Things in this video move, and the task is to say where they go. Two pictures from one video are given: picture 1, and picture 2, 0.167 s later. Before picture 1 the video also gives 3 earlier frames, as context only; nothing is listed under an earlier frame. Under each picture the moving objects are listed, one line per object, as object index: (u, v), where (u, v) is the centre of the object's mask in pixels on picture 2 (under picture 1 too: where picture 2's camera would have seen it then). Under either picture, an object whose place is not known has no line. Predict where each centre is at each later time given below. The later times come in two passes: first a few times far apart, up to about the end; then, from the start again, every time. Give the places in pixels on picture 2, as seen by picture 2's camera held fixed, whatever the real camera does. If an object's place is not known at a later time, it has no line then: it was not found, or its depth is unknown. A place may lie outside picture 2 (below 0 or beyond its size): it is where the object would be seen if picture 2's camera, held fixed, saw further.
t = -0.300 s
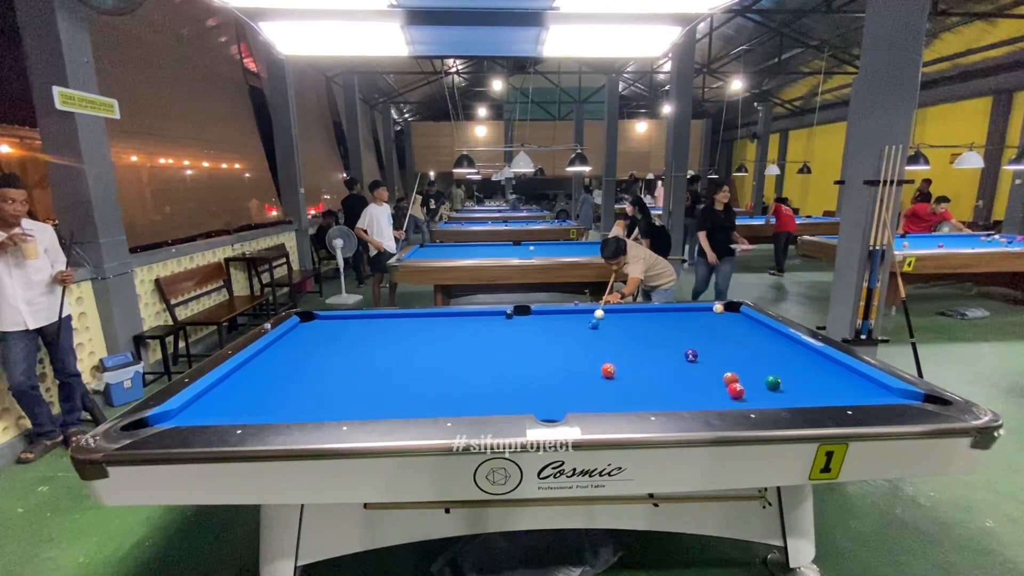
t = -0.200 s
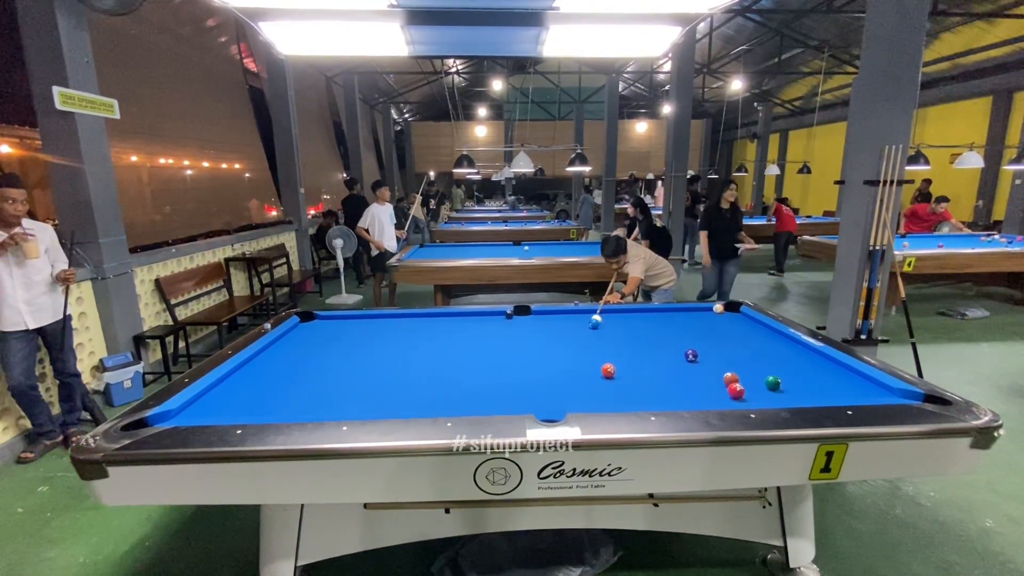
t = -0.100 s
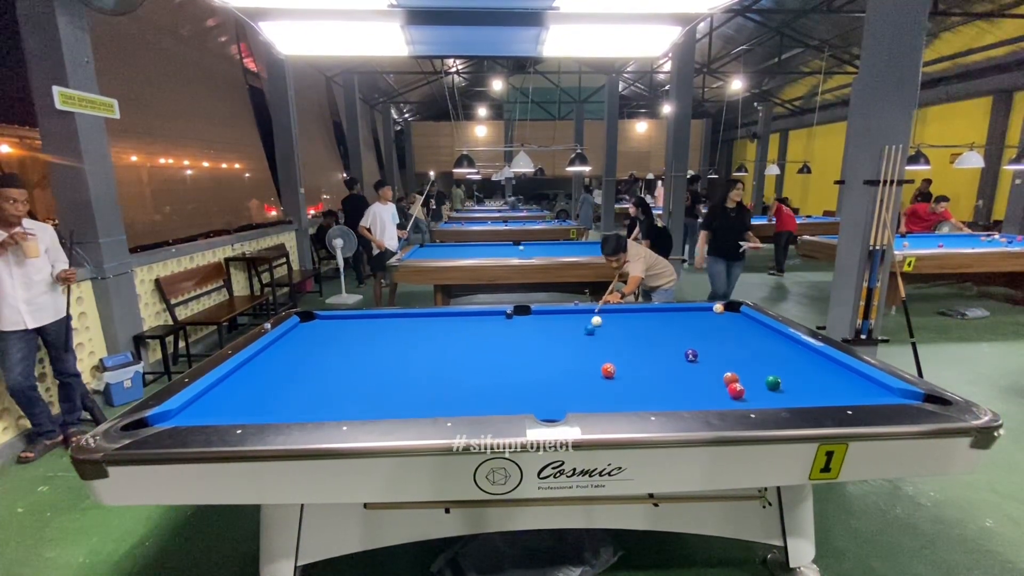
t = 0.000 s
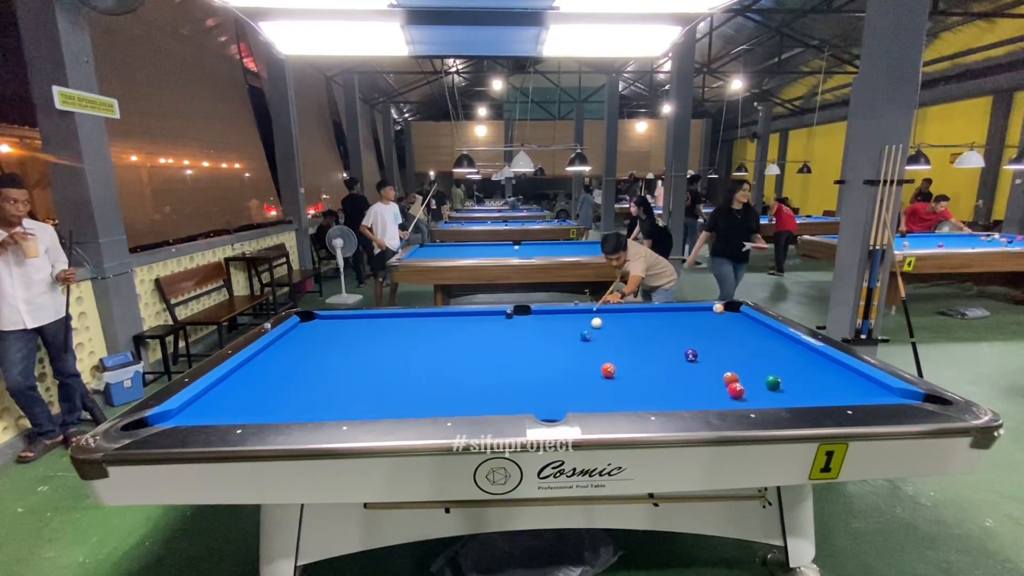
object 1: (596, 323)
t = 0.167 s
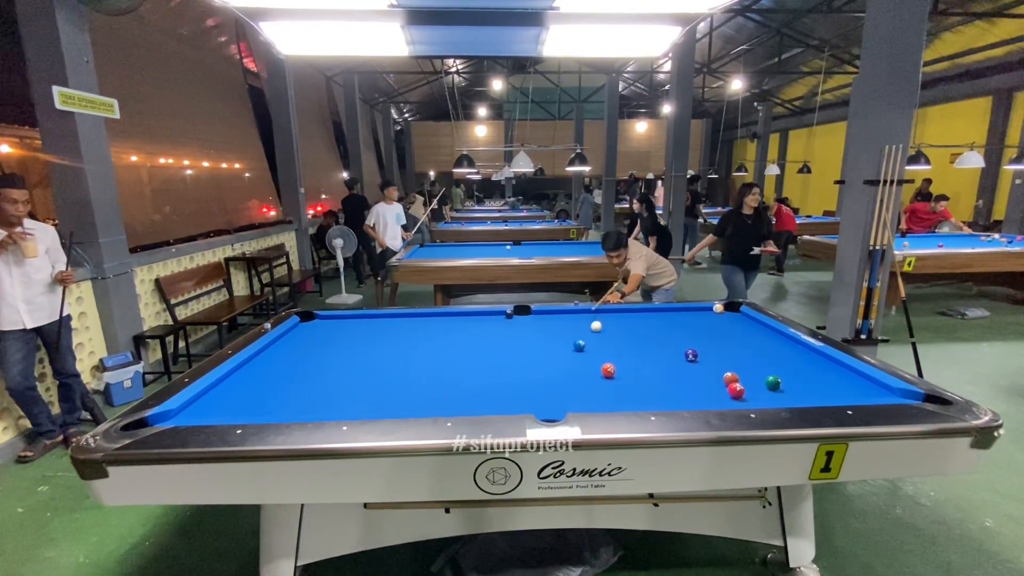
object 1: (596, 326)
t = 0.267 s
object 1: (596, 328)
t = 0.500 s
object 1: (596, 333)
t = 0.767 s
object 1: (596, 338)
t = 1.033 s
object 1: (595, 344)
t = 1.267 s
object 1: (595, 349)
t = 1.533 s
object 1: (595, 355)
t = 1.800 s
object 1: (594, 360)
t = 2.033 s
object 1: (594, 364)
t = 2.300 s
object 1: (594, 369)
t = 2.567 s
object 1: (593, 374)
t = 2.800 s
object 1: (591, 377)
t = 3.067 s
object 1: (590, 381)
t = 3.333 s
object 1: (589, 384)
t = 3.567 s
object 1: (588, 386)
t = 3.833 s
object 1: (587, 388)
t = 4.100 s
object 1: (587, 389)
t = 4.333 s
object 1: (587, 390)
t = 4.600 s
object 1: (587, 390)
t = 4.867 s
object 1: (587, 390)
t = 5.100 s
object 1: (587, 390)
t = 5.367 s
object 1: (587, 390)
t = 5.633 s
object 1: (587, 390)
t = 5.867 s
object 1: (587, 390)
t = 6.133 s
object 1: (587, 390)
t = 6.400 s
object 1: (587, 390)
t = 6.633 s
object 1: (587, 390)
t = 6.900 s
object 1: (587, 390)
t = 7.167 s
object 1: (587, 390)
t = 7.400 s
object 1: (587, 390)
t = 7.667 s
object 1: (587, 390)
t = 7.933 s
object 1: (587, 390)
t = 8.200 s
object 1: (587, 390)
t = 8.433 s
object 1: (587, 390)
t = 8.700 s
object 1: (587, 390)
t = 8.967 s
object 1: (587, 390)
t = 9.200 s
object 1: (587, 390)
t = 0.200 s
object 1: (596, 327)
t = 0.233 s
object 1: (596, 328)
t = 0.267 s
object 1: (596, 328)
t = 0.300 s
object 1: (596, 329)
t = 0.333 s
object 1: (596, 330)
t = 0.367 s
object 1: (596, 330)
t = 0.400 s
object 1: (596, 331)
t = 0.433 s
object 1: (596, 332)
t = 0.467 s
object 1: (596, 332)
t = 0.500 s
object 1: (596, 333)
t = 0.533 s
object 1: (596, 334)
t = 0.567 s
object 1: (596, 334)
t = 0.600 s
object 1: (596, 335)
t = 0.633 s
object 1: (596, 336)
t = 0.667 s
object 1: (596, 336)
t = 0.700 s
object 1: (595, 337)
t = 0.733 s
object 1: (595, 338)
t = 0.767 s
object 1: (596, 338)
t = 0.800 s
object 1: (595, 339)
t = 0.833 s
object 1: (595, 340)
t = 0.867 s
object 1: (595, 340)
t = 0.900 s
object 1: (595, 341)
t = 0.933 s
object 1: (595, 342)
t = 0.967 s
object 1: (595, 343)
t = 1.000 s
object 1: (595, 343)
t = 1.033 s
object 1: (595, 344)
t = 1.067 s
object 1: (595, 345)
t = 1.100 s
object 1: (595, 345)
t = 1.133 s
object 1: (595, 346)
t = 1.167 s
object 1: (595, 347)
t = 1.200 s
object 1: (595, 347)
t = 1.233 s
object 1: (595, 348)
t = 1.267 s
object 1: (595, 349)
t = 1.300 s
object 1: (595, 350)
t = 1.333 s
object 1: (595, 350)
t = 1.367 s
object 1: (595, 351)
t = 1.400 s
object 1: (595, 352)
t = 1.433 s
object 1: (595, 352)
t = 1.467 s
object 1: (595, 353)
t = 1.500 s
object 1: (595, 354)
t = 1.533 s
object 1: (595, 355)
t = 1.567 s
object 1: (595, 355)
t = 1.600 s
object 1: (595, 356)
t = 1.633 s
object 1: (595, 356)
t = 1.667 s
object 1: (595, 357)
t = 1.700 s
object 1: (594, 358)
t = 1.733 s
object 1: (594, 358)
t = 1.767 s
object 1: (594, 359)
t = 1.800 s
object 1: (594, 360)
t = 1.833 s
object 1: (594, 360)
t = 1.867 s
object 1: (594, 361)
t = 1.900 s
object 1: (594, 362)
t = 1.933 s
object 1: (594, 362)
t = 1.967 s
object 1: (594, 363)
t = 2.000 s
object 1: (594, 364)
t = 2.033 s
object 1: (594, 364)
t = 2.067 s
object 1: (594, 365)
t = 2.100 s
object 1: (594, 365)
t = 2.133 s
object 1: (594, 366)
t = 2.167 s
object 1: (594, 367)
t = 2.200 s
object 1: (594, 367)
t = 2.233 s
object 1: (594, 368)
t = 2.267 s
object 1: (594, 368)
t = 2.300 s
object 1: (594, 369)
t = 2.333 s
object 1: (594, 370)
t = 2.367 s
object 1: (594, 371)
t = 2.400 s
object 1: (593, 371)
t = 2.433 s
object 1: (593, 372)
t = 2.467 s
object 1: (593, 372)
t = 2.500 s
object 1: (593, 373)
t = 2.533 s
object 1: (593, 373)
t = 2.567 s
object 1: (593, 374)
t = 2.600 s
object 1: (592, 374)
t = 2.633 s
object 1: (592, 375)
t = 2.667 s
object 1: (592, 375)
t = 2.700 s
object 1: (592, 376)
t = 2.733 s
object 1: (591, 376)
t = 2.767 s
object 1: (591, 376)
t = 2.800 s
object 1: (591, 377)
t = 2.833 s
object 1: (591, 377)
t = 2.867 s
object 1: (591, 378)
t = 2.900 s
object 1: (591, 378)
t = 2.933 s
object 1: (591, 379)
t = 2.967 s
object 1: (590, 379)
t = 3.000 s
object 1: (590, 380)
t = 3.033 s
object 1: (590, 380)
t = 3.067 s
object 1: (590, 381)
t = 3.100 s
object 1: (590, 381)
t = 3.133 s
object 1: (589, 381)
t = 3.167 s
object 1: (589, 382)
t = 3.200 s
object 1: (589, 382)
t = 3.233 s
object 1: (589, 383)
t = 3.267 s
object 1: (589, 383)
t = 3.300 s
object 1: (589, 383)
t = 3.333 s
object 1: (589, 384)
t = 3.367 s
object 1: (589, 384)
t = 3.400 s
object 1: (589, 384)
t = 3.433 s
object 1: (588, 385)
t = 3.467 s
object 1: (588, 385)
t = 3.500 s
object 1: (588, 385)
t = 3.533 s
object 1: (588, 386)
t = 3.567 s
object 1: (588, 386)
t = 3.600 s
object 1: (588, 386)
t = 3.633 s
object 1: (588, 386)
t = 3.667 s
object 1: (588, 387)
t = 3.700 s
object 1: (588, 387)
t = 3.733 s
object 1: (587, 387)
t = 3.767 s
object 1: (587, 387)
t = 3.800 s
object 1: (587, 387)
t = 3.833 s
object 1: (587, 388)
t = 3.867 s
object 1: (587, 388)
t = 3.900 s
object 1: (587, 388)
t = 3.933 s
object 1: (587, 388)
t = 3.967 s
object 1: (587, 388)
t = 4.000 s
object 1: (587, 389)
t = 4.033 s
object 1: (587, 389)
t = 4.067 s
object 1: (587, 389)
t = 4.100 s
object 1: (587, 389)
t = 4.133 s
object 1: (587, 389)
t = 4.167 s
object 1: (587, 389)
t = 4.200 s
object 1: (587, 390)
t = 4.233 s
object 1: (587, 390)
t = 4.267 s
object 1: (587, 390)
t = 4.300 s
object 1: (587, 390)
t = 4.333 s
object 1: (587, 390)
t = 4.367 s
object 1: (587, 390)
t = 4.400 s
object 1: (587, 390)
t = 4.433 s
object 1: (587, 390)
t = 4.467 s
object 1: (587, 390)
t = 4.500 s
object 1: (587, 390)
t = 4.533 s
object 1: (587, 390)
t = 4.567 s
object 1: (587, 390)
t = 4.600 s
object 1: (587, 390)
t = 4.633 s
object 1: (587, 390)
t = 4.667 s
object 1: (587, 390)
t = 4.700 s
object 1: (587, 390)
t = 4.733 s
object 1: (587, 390)
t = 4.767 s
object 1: (587, 390)
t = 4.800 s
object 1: (587, 390)
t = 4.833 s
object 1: (587, 390)
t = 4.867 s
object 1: (587, 390)
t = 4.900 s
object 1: (587, 390)
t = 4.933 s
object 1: (587, 390)
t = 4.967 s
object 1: (587, 390)
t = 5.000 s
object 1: (587, 390)
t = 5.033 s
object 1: (587, 390)
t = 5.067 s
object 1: (587, 390)
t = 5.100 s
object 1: (587, 390)
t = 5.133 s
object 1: (587, 390)
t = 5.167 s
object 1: (587, 390)
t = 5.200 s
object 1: (587, 390)
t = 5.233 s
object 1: (587, 390)
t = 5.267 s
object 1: (587, 390)
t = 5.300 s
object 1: (587, 390)
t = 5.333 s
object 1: (587, 390)
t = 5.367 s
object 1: (587, 390)
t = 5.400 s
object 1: (587, 390)
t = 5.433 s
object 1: (587, 390)
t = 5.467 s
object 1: (587, 390)
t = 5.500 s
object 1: (587, 390)
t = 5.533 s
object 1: (587, 390)
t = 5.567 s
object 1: (587, 390)
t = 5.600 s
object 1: (587, 390)
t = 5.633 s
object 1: (587, 390)
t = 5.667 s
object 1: (587, 390)
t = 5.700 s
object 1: (587, 390)
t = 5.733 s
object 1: (587, 390)
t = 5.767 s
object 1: (587, 390)
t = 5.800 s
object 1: (587, 390)
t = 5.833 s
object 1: (587, 390)
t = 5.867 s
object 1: (587, 390)
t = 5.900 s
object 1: (587, 390)
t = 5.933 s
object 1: (587, 390)
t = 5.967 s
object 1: (587, 390)
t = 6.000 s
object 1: (587, 390)
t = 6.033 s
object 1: (587, 390)
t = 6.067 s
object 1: (587, 390)
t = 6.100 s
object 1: (587, 390)
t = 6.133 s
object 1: (587, 390)
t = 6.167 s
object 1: (587, 390)
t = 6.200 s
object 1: (587, 390)
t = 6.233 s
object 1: (587, 390)
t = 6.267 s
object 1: (587, 390)
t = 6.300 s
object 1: (587, 390)
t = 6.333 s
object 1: (587, 390)
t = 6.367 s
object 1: (587, 390)
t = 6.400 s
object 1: (587, 390)
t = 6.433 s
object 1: (587, 390)
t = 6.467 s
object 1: (587, 390)
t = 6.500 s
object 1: (587, 390)
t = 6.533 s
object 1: (587, 390)
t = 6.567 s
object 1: (587, 390)
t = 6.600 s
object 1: (587, 390)
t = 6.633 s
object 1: (587, 390)
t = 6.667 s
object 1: (587, 390)
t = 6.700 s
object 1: (587, 390)
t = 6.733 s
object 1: (587, 390)
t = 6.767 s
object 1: (587, 390)
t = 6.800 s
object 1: (587, 390)
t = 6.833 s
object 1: (587, 390)
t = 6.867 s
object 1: (587, 390)
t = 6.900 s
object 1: (587, 390)
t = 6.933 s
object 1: (587, 390)
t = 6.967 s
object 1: (587, 390)
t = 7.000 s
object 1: (587, 390)
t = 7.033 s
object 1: (587, 390)
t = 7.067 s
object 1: (587, 390)
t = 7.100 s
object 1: (587, 390)
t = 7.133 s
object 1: (587, 390)
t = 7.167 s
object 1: (587, 390)
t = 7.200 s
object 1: (587, 390)
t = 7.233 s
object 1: (587, 390)
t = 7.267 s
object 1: (587, 390)
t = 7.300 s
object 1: (587, 390)
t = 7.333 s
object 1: (587, 390)
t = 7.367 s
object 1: (587, 390)
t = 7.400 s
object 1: (587, 390)
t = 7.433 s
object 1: (587, 390)
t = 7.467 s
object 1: (587, 390)
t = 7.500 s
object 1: (587, 390)
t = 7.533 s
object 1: (587, 390)
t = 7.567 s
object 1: (587, 390)
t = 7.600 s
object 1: (587, 390)
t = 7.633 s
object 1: (587, 390)
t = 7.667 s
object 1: (587, 390)
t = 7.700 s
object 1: (587, 390)
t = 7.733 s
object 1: (587, 390)
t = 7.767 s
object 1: (587, 390)
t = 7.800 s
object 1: (587, 390)
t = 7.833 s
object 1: (587, 390)
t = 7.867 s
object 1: (587, 390)
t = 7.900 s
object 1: (587, 390)
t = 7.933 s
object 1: (587, 390)
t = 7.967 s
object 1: (587, 390)
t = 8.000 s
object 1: (587, 390)
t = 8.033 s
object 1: (587, 390)
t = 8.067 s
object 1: (587, 390)
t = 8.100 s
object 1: (587, 390)
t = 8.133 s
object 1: (587, 390)
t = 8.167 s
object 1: (587, 390)
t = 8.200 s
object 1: (587, 390)
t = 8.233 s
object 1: (587, 390)
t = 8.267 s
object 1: (587, 390)
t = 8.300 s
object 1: (587, 390)
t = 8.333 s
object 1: (587, 390)
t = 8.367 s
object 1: (587, 390)
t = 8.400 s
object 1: (587, 390)
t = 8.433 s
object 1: (587, 390)
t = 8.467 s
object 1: (587, 390)
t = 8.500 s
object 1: (587, 390)
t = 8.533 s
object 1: (587, 390)
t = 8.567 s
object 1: (587, 390)
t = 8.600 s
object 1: (587, 390)
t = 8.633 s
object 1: (587, 390)
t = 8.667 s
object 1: (587, 390)
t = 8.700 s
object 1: (587, 390)
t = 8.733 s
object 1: (587, 390)
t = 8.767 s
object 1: (587, 390)
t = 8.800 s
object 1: (587, 390)
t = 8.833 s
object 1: (587, 390)
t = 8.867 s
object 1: (587, 390)
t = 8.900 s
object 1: (587, 390)
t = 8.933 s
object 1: (587, 390)
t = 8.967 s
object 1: (587, 390)
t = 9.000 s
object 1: (587, 390)
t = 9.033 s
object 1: (587, 390)
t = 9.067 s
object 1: (587, 390)
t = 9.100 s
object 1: (587, 390)
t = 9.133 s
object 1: (587, 390)
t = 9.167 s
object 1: (587, 390)
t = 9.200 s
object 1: (587, 390)
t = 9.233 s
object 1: (587, 390)
